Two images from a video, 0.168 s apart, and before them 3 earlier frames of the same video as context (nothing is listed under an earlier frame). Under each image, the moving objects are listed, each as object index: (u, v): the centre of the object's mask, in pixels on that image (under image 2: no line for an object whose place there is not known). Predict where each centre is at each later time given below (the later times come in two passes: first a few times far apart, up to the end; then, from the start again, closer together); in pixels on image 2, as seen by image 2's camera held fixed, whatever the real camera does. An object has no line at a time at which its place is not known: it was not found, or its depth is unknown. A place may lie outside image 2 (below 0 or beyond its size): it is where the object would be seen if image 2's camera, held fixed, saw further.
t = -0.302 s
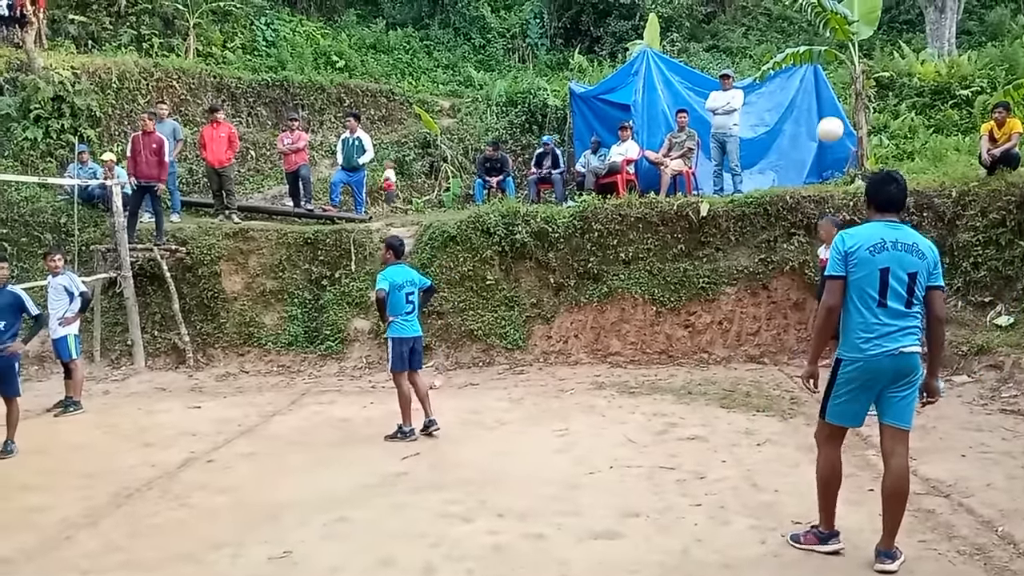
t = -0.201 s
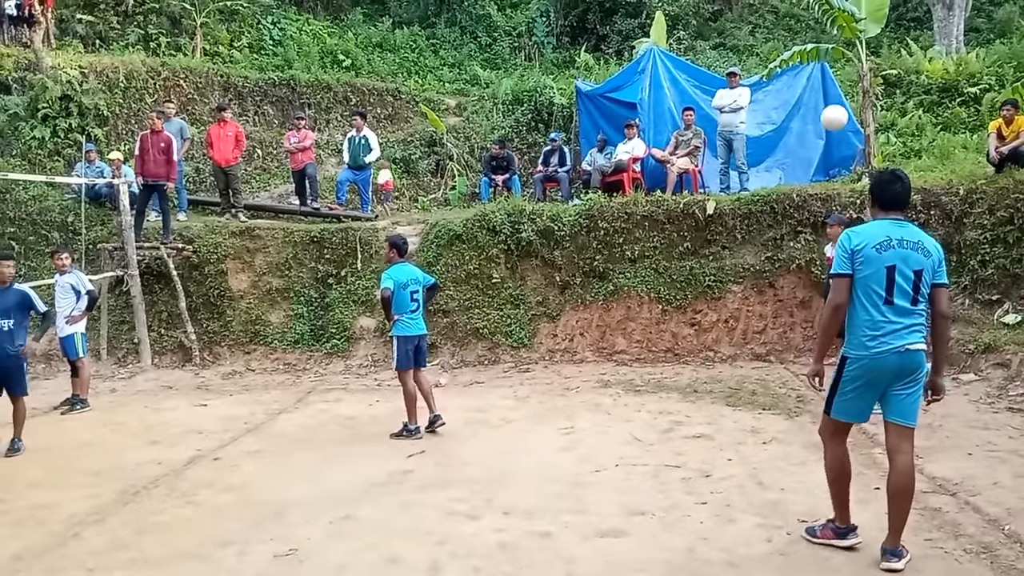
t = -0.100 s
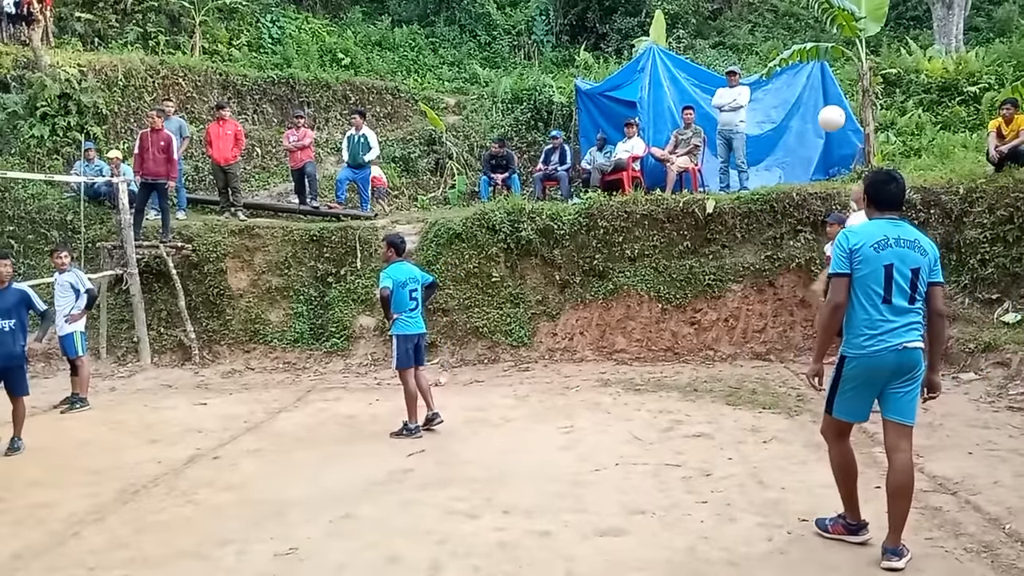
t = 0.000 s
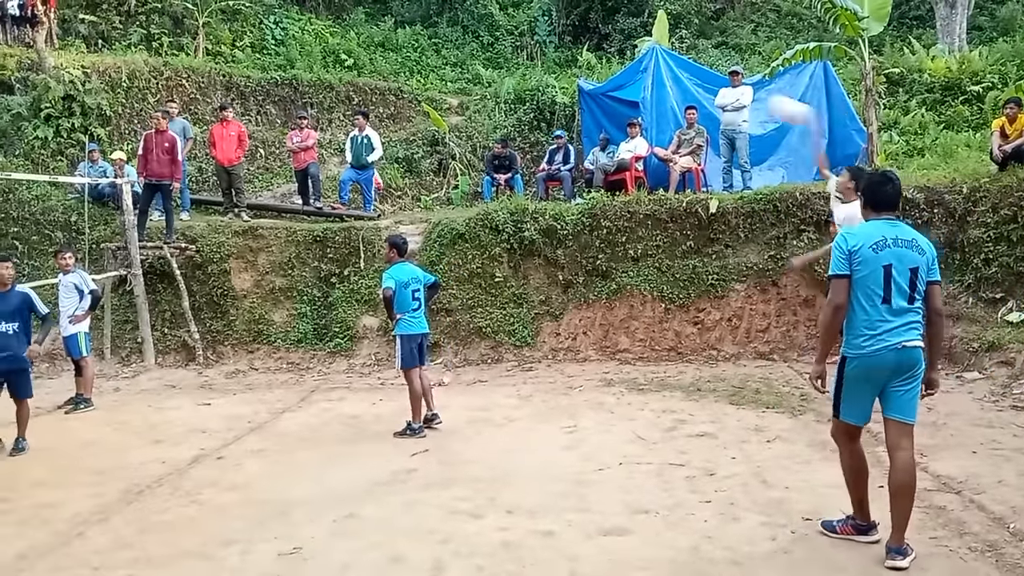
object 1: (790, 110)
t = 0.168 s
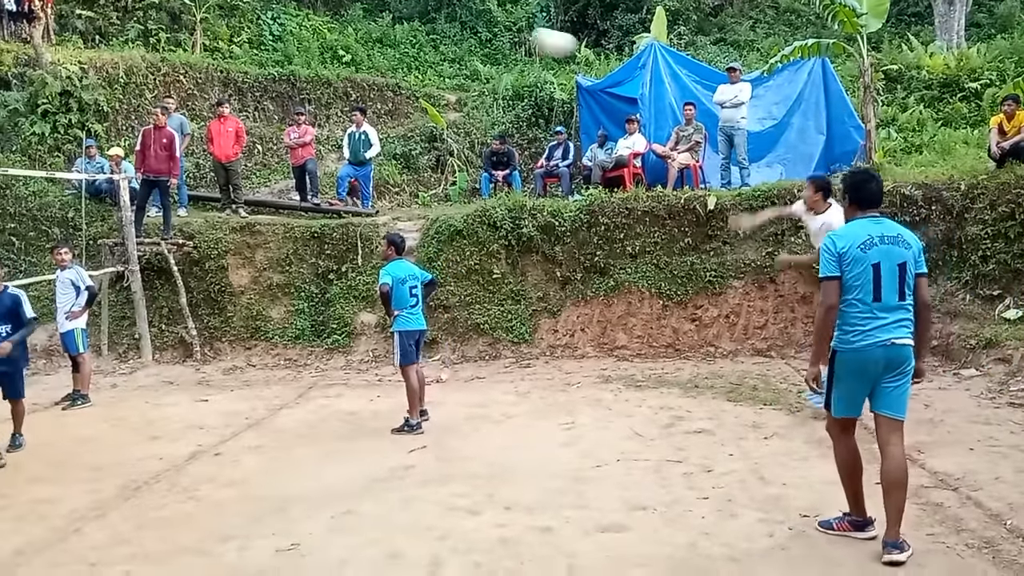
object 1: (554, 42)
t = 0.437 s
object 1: (213, 7)
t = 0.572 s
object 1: (64, 23)
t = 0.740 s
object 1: (-99, 73)
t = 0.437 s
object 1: (213, 7)
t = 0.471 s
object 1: (173, 8)
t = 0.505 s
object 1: (136, 12)
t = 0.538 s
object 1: (100, 17)
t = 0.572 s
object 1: (64, 23)
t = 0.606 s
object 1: (29, 30)
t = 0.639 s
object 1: (-5, 38)
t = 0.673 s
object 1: (-37, 49)
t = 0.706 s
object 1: (-68, 60)
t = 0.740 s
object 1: (-99, 73)
